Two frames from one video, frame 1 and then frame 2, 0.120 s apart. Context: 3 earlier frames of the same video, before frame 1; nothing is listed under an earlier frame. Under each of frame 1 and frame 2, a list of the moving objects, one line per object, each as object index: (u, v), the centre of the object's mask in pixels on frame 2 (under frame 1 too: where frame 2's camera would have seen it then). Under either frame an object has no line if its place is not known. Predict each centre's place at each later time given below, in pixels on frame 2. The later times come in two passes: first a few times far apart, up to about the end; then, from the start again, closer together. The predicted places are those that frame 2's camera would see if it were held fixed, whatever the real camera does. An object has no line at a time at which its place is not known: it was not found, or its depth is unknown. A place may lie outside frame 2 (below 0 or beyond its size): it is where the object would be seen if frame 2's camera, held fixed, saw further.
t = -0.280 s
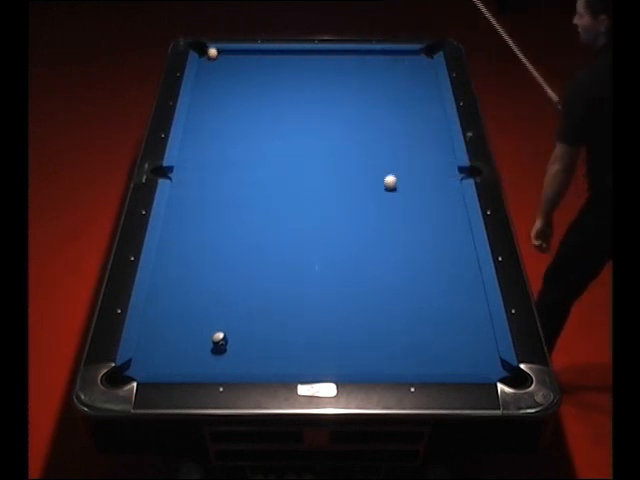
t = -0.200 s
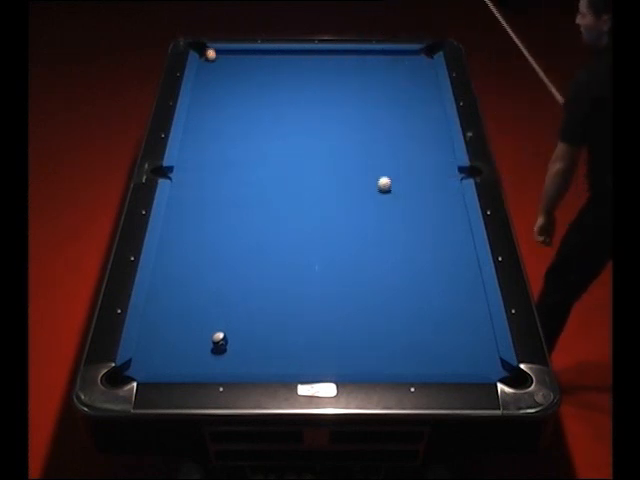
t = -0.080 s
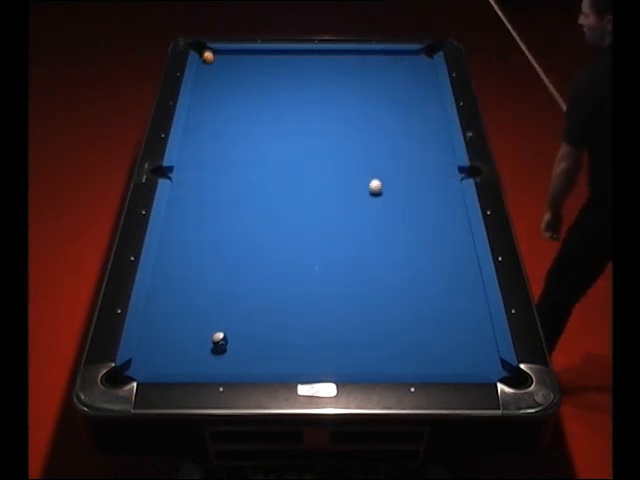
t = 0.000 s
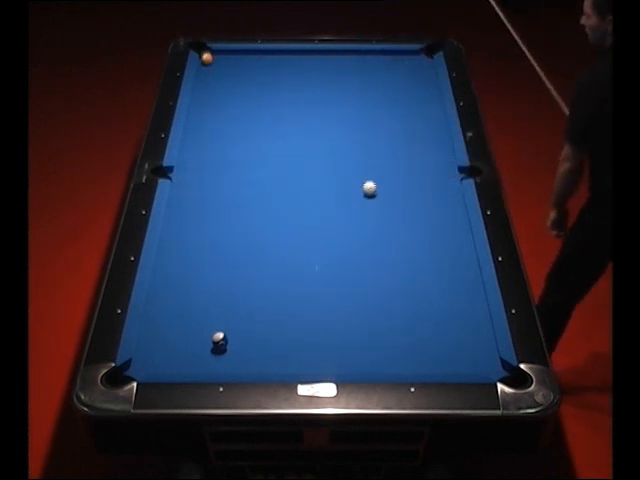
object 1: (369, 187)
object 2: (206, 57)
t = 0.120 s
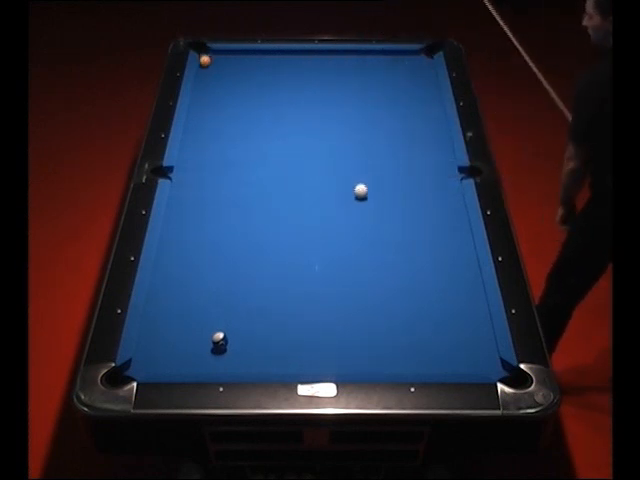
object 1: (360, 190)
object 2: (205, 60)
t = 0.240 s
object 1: (352, 193)
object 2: (202, 62)
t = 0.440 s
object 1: (338, 197)
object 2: (203, 65)
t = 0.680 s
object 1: (322, 202)
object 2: (204, 68)
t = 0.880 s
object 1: (310, 206)
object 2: (205, 70)
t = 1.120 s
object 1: (295, 210)
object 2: (206, 72)
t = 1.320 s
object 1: (283, 214)
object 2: (206, 74)
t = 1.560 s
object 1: (270, 218)
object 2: (207, 75)
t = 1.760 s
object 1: (260, 221)
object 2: (207, 76)
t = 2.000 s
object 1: (248, 224)
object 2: (208, 77)
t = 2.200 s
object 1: (239, 227)
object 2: (208, 78)
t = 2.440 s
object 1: (229, 230)
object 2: (208, 78)
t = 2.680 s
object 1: (220, 232)
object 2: (208, 78)
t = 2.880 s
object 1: (214, 234)
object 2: (208, 78)
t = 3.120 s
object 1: (207, 236)
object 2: (208, 78)
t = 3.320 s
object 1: (202, 237)
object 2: (208, 78)
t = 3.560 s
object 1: (197, 239)
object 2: (208, 78)
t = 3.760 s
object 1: (193, 240)
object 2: (208, 78)
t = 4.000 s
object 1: (189, 241)
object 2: (208, 78)
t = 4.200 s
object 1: (187, 241)
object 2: (208, 78)
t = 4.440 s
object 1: (186, 241)
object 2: (208, 78)
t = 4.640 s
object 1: (185, 241)
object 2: (208, 78)
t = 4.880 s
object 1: (185, 241)
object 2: (208, 78)
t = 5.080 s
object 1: (185, 241)
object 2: (208, 78)
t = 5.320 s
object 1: (185, 241)
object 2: (208, 78)
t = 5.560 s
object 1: (185, 241)
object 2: (208, 78)
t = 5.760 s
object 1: (185, 241)
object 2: (208, 78)
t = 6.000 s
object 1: (185, 241)
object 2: (208, 78)
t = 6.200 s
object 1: (185, 241)
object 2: (208, 78)
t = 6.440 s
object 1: (185, 241)
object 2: (208, 78)
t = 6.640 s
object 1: (185, 241)
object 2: (208, 78)
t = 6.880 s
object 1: (185, 241)
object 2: (208, 78)
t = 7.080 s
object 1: (185, 241)
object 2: (208, 78)
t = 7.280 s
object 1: (185, 241)
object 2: (208, 78)
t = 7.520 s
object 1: (185, 241)
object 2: (208, 78)
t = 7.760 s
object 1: (185, 241)
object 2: (208, 78)
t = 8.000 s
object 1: (185, 241)
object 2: (208, 78)
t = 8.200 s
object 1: (185, 241)
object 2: (208, 78)
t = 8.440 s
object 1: (185, 241)
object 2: (208, 78)
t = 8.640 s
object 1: (185, 241)
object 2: (208, 78)
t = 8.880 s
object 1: (185, 241)
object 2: (208, 78)
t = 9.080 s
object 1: (185, 241)
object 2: (208, 78)
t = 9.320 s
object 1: (185, 241)
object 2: (208, 78)
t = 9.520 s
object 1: (185, 241)
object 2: (208, 78)
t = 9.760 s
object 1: (185, 241)
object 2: (208, 78)
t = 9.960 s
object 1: (185, 241)
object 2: (208, 78)
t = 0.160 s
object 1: (358, 191)
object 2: (204, 60)
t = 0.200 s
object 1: (355, 192)
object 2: (203, 61)
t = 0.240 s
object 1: (352, 193)
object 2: (202, 62)
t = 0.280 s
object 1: (349, 193)
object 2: (202, 62)
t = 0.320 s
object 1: (346, 194)
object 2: (202, 63)
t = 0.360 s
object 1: (344, 195)
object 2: (203, 63)
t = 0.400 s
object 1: (341, 196)
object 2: (203, 64)
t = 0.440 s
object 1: (338, 197)
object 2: (203, 65)
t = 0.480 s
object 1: (336, 198)
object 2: (203, 65)
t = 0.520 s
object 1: (333, 199)
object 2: (204, 66)
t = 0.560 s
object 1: (330, 199)
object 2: (204, 66)
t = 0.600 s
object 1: (328, 200)
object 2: (204, 67)
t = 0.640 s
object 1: (325, 201)
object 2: (204, 68)
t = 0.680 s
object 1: (322, 202)
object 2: (204, 68)
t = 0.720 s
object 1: (320, 202)
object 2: (205, 68)
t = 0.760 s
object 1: (317, 203)
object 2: (205, 69)
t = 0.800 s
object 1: (314, 204)
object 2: (205, 69)
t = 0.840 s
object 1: (312, 205)
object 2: (205, 70)
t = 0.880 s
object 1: (310, 206)
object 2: (205, 70)
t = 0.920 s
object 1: (307, 206)
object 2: (205, 70)
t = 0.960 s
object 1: (305, 207)
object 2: (205, 71)
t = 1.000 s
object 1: (302, 208)
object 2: (206, 71)
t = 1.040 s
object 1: (300, 209)
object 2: (206, 72)
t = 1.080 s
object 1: (297, 209)
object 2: (206, 72)
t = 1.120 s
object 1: (295, 210)
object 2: (206, 72)
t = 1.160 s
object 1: (293, 211)
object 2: (206, 73)
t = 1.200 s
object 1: (290, 212)
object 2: (206, 73)
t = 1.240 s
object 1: (288, 212)
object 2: (206, 74)
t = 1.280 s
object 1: (286, 213)
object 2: (206, 74)
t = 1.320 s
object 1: (283, 214)
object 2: (206, 74)
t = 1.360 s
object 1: (281, 214)
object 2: (206, 74)
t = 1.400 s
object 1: (279, 215)
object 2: (207, 75)
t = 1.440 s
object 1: (277, 216)
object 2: (207, 75)
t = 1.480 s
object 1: (274, 216)
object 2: (207, 75)
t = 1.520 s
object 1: (272, 217)
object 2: (207, 75)
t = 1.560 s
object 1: (270, 218)
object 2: (207, 75)
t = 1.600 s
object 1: (268, 218)
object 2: (207, 75)
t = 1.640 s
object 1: (266, 219)
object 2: (207, 76)
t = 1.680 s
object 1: (264, 219)
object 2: (207, 76)
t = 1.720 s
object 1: (262, 220)
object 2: (207, 76)
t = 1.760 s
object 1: (260, 221)
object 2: (207, 76)
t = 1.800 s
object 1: (258, 221)
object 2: (207, 76)
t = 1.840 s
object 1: (256, 222)
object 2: (207, 77)
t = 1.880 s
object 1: (254, 223)
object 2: (208, 77)
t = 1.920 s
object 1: (252, 223)
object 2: (208, 77)
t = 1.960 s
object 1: (250, 223)
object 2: (208, 77)
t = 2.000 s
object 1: (248, 224)
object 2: (208, 77)
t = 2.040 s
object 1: (246, 224)
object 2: (208, 77)
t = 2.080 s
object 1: (244, 225)
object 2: (208, 78)
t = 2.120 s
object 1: (242, 226)
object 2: (208, 78)
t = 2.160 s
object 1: (241, 226)
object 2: (208, 78)
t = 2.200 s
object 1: (239, 227)
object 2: (208, 78)
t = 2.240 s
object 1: (237, 227)
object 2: (208, 78)
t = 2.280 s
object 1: (236, 228)
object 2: (208, 78)
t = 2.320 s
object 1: (234, 228)
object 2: (208, 78)
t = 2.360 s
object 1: (232, 229)
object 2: (208, 78)
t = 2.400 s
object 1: (231, 230)
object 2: (208, 78)
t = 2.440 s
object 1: (229, 230)
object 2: (208, 78)
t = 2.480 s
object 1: (228, 230)
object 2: (208, 78)
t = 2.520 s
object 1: (226, 231)
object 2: (208, 78)
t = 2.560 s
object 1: (225, 231)
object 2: (208, 78)
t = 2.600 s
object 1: (223, 231)
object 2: (208, 78)
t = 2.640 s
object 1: (222, 232)
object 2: (208, 78)
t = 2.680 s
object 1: (220, 232)
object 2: (208, 78)
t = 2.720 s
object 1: (219, 233)
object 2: (208, 78)
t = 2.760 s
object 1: (218, 233)
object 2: (208, 78)
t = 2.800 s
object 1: (216, 233)
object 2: (208, 78)
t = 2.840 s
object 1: (215, 234)
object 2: (208, 78)
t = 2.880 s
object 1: (214, 234)
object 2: (208, 78)
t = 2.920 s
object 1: (213, 234)
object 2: (208, 78)
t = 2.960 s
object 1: (211, 235)
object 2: (208, 78)
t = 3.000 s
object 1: (210, 235)
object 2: (208, 78)
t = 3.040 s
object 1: (209, 236)
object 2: (208, 78)
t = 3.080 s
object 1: (208, 236)
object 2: (208, 78)
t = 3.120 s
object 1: (207, 236)
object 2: (208, 78)
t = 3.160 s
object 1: (206, 236)
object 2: (208, 78)
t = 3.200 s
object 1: (205, 237)
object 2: (208, 78)
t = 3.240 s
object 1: (204, 237)
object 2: (208, 78)
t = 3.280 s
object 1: (202, 237)
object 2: (208, 78)
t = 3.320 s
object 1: (202, 237)
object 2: (208, 78)
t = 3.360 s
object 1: (201, 238)
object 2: (208, 78)
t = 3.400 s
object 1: (200, 238)
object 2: (208, 78)
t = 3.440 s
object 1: (199, 238)
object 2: (208, 78)
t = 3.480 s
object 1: (198, 238)
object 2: (208, 78)
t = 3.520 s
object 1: (197, 239)
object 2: (208, 78)
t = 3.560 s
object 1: (197, 239)
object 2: (208, 78)
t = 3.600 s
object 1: (196, 239)
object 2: (208, 78)
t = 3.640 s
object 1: (195, 240)
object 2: (208, 78)
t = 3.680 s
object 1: (194, 240)
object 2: (208, 78)
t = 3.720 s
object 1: (194, 240)
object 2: (208, 78)
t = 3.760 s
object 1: (193, 240)
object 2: (208, 78)
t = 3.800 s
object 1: (192, 240)
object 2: (208, 78)
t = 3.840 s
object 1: (191, 240)
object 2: (208, 78)
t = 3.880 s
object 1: (191, 240)
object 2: (208, 78)
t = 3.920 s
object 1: (190, 241)
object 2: (208, 78)
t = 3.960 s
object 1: (190, 241)
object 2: (208, 78)
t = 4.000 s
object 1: (189, 241)
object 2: (208, 78)
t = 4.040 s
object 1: (189, 241)
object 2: (208, 78)
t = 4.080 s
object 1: (188, 241)
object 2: (208, 78)
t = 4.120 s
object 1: (188, 241)
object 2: (208, 78)
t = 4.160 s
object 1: (187, 241)
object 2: (208, 78)
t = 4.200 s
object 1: (187, 241)
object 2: (208, 78)
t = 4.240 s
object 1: (187, 241)
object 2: (208, 78)
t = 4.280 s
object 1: (187, 241)
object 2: (208, 78)
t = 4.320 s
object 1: (186, 241)
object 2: (208, 78)
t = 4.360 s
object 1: (186, 241)
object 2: (208, 78)
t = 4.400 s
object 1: (186, 241)
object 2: (208, 78)
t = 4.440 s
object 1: (186, 241)
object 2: (208, 78)
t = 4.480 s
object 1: (186, 241)
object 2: (208, 78)
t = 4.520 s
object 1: (185, 241)
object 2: (208, 78)
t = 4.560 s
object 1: (185, 242)
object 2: (208, 78)
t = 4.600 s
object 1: (185, 241)
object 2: (208, 78)
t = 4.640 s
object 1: (185, 241)
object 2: (208, 78)
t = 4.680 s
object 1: (185, 241)
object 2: (208, 78)
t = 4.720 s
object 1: (185, 241)
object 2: (208, 78)
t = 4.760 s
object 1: (185, 241)
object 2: (208, 78)
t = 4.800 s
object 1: (185, 241)
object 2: (208, 78)
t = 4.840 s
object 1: (185, 241)
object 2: (208, 78)
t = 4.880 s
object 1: (185, 241)
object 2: (208, 78)
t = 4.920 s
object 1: (185, 241)
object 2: (208, 78)
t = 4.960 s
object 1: (185, 241)
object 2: (208, 78)
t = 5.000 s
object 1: (185, 241)
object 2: (208, 78)
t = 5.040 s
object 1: (185, 241)
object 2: (208, 78)
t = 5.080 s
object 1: (185, 241)
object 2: (208, 78)
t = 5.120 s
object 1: (185, 241)
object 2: (208, 78)
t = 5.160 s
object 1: (185, 241)
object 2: (208, 78)
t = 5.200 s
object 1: (185, 241)
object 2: (208, 78)
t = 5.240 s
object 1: (185, 241)
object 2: (208, 78)
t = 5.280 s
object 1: (185, 241)
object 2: (208, 78)
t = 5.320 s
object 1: (185, 241)
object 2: (208, 78)
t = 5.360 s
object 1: (185, 241)
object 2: (208, 78)
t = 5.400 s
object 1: (185, 241)
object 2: (208, 78)
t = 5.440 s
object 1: (185, 241)
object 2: (208, 78)
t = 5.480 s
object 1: (185, 241)
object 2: (208, 78)
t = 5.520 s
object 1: (185, 241)
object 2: (208, 78)
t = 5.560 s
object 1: (185, 241)
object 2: (208, 78)
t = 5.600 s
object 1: (185, 241)
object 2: (208, 78)
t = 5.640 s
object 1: (185, 241)
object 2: (208, 78)
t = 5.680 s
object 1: (185, 241)
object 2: (208, 78)
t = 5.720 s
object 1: (185, 241)
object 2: (208, 78)
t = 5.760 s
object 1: (185, 241)
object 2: (208, 78)
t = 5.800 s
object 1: (185, 241)
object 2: (208, 78)
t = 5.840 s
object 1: (185, 241)
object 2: (208, 78)
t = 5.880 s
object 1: (185, 241)
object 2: (208, 78)
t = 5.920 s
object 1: (185, 241)
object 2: (208, 78)
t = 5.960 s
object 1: (185, 241)
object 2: (208, 78)
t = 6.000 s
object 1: (185, 241)
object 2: (208, 78)
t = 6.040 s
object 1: (185, 241)
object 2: (208, 78)
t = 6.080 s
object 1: (185, 241)
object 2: (208, 78)
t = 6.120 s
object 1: (185, 241)
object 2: (208, 78)
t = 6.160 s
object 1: (185, 241)
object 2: (208, 78)
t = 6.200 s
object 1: (185, 241)
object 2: (208, 78)
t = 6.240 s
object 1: (185, 241)
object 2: (208, 78)
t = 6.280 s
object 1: (185, 241)
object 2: (208, 78)
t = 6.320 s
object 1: (185, 241)
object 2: (208, 78)
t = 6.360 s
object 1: (185, 241)
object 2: (208, 78)
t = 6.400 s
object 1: (185, 241)
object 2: (208, 78)
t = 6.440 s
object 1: (185, 241)
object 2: (208, 78)
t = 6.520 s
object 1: (185, 241)
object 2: (208, 78)
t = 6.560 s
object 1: (185, 241)
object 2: (208, 78)
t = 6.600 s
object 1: (185, 241)
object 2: (208, 78)
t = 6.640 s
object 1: (185, 241)
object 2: (208, 78)
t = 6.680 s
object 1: (185, 241)
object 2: (208, 78)
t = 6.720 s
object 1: (185, 241)
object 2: (208, 78)
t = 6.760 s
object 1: (185, 241)
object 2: (208, 78)
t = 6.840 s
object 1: (185, 241)
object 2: (208, 78)
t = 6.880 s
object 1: (185, 241)
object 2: (208, 78)
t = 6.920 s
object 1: (185, 241)
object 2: (208, 78)
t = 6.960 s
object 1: (185, 241)
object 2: (208, 78)
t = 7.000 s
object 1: (185, 241)
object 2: (208, 78)
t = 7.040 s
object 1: (185, 241)
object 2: (208, 78)
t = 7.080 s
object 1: (185, 241)
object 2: (208, 78)
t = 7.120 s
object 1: (185, 241)
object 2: (208, 78)
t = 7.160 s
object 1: (185, 241)
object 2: (208, 78)
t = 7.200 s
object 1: (185, 241)
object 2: (208, 78)
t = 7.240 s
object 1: (185, 241)
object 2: (208, 78)
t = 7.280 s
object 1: (185, 241)
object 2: (208, 78)
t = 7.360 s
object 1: (185, 241)
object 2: (208, 78)
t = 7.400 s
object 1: (185, 241)
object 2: (208, 78)
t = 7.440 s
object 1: (185, 241)
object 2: (208, 78)
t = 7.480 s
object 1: (185, 241)
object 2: (208, 78)
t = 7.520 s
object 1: (185, 241)
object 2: (208, 78)
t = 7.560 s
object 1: (185, 241)
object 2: (208, 78)
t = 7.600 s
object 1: (185, 241)
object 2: (208, 78)
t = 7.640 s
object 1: (185, 241)
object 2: (208, 78)
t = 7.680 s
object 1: (185, 241)
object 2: (208, 78)
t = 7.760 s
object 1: (185, 241)
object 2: (208, 78)
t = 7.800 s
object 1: (185, 241)
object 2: (208, 78)
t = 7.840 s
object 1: (185, 241)
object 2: (208, 78)
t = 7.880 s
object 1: (185, 241)
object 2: (208, 78)
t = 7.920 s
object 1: (185, 241)
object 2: (208, 78)
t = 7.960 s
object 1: (185, 241)
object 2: (208, 78)
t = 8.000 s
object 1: (185, 241)
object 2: (208, 78)
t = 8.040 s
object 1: (185, 241)
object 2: (208, 78)
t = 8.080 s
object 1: (185, 241)
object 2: (208, 78)
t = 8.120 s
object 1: (185, 241)
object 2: (208, 78)
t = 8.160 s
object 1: (185, 241)
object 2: (208, 78)
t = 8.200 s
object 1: (185, 241)
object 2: (208, 78)
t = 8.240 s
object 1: (185, 241)
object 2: (208, 78)
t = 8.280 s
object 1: (185, 241)
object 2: (208, 78)
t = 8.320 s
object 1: (185, 241)
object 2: (208, 78)
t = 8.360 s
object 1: (185, 241)
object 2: (208, 78)
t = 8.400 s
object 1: (185, 241)
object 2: (208, 78)
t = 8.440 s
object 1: (185, 241)
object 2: (208, 78)
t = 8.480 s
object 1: (185, 241)
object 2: (208, 78)
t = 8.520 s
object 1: (185, 241)
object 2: (208, 78)
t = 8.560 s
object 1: (185, 241)
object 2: (208, 78)
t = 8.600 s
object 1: (185, 241)
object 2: (208, 78)
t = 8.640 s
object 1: (185, 241)
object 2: (208, 78)
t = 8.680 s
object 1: (185, 241)
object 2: (208, 78)
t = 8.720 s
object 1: (185, 241)
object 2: (208, 78)
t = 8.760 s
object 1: (185, 241)
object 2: (208, 78)
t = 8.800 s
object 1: (185, 241)
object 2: (208, 78)
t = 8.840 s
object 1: (185, 241)
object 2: (208, 78)
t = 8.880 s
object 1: (185, 241)
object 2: (208, 78)
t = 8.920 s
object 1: (185, 241)
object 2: (208, 78)
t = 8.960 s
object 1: (185, 241)
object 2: (208, 78)
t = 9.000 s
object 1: (185, 241)
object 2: (208, 78)
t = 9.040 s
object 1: (185, 241)
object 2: (208, 78)
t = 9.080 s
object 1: (185, 241)
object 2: (208, 78)
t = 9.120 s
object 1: (185, 241)
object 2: (208, 78)
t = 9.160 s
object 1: (185, 241)
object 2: (208, 78)
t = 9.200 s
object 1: (185, 241)
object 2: (208, 78)
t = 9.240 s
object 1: (185, 241)
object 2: (208, 78)
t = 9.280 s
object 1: (185, 241)
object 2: (208, 78)
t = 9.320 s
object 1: (185, 241)
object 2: (208, 78)
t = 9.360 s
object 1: (185, 241)
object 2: (208, 78)
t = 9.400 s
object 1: (185, 241)
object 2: (208, 78)
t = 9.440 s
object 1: (185, 241)
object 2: (208, 78)
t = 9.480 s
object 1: (185, 241)
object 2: (208, 78)
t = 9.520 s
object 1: (185, 241)
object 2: (208, 78)
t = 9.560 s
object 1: (185, 241)
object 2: (208, 78)
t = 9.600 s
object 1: (185, 241)
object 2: (208, 78)
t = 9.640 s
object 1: (185, 241)
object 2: (208, 78)
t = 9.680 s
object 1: (185, 241)
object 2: (208, 78)
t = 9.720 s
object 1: (185, 241)
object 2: (208, 78)
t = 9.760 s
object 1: (185, 241)
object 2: (208, 78)
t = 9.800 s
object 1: (185, 241)
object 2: (208, 78)
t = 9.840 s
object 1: (185, 241)
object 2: (208, 78)
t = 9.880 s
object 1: (185, 241)
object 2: (208, 78)
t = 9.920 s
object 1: (185, 241)
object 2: (208, 78)
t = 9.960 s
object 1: (185, 241)
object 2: (208, 78)
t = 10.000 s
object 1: (185, 241)
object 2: (208, 78)
